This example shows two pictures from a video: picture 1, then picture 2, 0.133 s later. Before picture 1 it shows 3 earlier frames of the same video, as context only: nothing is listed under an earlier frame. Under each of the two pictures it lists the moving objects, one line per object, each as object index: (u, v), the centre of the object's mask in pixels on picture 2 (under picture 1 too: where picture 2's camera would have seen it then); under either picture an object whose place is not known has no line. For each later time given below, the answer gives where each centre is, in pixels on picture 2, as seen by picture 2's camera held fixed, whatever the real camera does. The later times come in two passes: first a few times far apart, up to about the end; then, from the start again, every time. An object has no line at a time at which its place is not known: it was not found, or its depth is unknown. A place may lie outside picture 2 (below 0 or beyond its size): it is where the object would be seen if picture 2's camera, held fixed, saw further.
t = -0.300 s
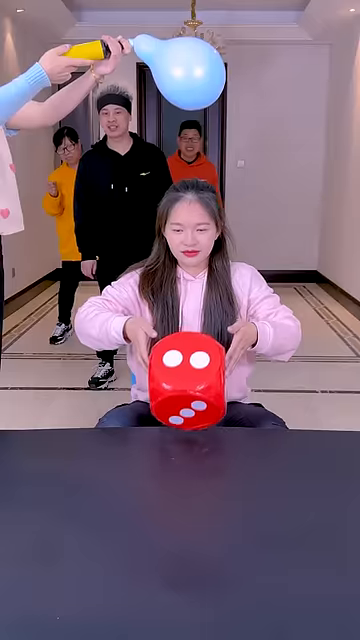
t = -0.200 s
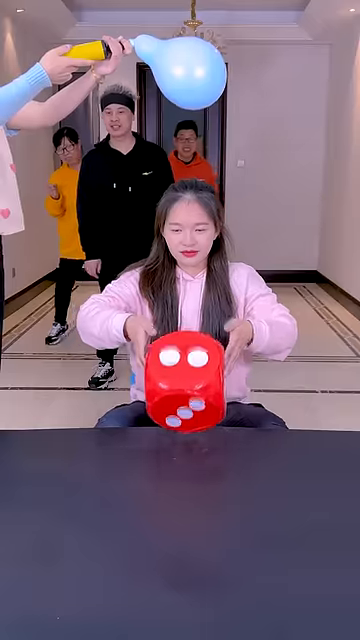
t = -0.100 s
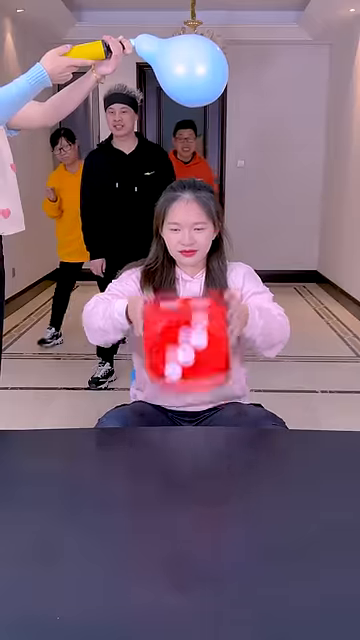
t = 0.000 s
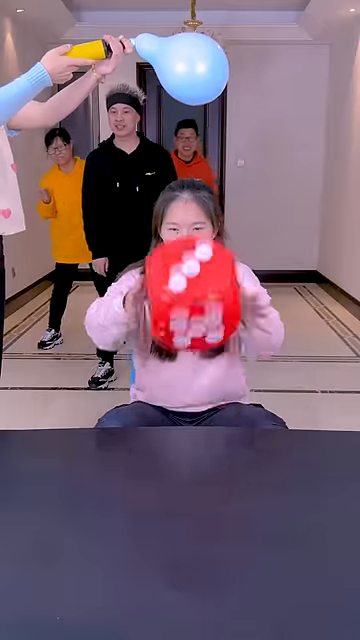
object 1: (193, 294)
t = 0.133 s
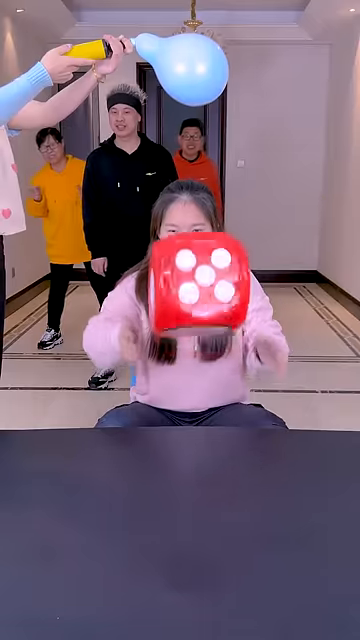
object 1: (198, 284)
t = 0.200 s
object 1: (200, 307)
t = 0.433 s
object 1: (203, 404)
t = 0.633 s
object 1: (191, 369)
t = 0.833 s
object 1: (180, 423)
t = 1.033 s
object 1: (168, 448)
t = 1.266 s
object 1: (166, 464)
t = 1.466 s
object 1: (164, 469)
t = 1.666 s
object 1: (163, 477)
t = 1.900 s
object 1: (164, 481)
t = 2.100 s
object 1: (164, 481)
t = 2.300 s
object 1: (164, 481)
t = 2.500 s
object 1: (164, 481)
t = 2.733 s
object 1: (164, 481)
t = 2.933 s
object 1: (164, 481)
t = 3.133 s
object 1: (164, 481)
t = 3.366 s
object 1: (164, 481)
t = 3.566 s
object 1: (164, 481)
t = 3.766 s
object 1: (164, 481)
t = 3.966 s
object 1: (164, 481)
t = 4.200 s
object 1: (164, 481)
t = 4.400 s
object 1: (164, 481)
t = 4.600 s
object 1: (164, 481)
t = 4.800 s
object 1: (164, 481)
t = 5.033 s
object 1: (164, 481)
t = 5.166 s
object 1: (164, 481)
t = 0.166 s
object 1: (199, 294)
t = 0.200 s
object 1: (200, 307)
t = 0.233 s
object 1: (201, 323)
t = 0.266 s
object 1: (202, 344)
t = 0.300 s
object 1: (203, 373)
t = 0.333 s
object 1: (206, 396)
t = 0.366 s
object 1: (205, 426)
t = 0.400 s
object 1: (204, 426)
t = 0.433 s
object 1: (203, 404)
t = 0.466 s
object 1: (201, 387)
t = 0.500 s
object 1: (200, 375)
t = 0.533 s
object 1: (198, 368)
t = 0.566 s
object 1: (195, 365)
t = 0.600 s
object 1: (193, 366)
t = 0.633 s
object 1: (191, 369)
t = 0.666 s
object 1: (189, 377)
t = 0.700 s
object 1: (188, 390)
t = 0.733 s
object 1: (186, 408)
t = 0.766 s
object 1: (184, 427)
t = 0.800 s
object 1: (182, 432)
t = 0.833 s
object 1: (180, 423)
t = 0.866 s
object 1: (178, 419)
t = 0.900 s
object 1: (176, 418)
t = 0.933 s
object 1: (173, 418)
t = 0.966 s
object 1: (172, 423)
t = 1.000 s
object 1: (170, 433)
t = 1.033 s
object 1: (168, 448)
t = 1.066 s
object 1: (166, 462)
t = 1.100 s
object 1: (166, 454)
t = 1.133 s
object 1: (166, 447)
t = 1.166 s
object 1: (166, 445)
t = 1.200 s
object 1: (166, 446)
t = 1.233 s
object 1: (167, 455)
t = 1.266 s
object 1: (166, 464)
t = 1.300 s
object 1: (166, 465)
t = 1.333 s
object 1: (166, 460)
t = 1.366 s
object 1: (165, 461)
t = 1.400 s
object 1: (165, 466)
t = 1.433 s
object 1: (164, 471)
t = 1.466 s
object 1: (164, 469)
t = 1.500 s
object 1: (163, 469)
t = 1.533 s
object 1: (163, 474)
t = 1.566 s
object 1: (163, 475)
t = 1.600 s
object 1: (163, 476)
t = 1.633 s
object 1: (163, 477)
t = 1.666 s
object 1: (163, 477)
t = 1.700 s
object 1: (162, 480)
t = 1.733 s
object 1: (163, 480)
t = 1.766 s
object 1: (163, 481)
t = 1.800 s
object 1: (164, 481)
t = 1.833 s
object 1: (164, 481)
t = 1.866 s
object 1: (164, 481)
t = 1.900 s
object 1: (164, 481)
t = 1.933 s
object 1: (164, 481)
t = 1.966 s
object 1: (164, 481)
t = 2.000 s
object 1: (164, 481)
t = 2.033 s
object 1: (164, 481)
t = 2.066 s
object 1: (164, 481)
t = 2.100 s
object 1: (164, 481)
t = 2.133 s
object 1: (164, 481)
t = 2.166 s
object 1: (164, 481)
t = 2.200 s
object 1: (164, 481)
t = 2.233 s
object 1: (164, 481)
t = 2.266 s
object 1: (164, 481)
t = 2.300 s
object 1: (164, 481)
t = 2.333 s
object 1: (164, 481)
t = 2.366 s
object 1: (164, 481)
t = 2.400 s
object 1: (164, 481)
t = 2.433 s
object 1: (164, 481)
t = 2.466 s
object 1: (164, 481)
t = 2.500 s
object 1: (164, 481)
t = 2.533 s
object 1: (164, 481)
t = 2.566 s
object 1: (164, 481)
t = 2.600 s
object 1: (164, 481)
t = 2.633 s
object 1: (164, 481)
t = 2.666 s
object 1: (164, 481)
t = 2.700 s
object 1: (164, 481)
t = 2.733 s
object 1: (164, 481)
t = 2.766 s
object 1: (164, 481)
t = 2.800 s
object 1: (164, 481)
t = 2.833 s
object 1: (164, 481)
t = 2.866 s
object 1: (164, 481)
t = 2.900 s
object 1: (164, 481)
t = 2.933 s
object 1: (164, 481)
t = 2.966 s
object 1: (164, 481)
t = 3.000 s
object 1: (164, 481)
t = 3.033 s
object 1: (164, 481)
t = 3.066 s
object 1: (164, 481)
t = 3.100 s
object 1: (164, 481)
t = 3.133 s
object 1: (164, 481)
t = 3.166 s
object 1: (164, 481)
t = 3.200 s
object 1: (164, 481)
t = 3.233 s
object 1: (164, 481)
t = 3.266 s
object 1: (164, 481)
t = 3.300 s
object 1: (164, 481)
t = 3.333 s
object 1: (164, 481)
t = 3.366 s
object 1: (164, 481)
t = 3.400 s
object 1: (164, 481)
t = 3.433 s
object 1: (164, 481)
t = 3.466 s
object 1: (164, 481)
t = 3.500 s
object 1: (164, 481)
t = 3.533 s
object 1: (164, 481)
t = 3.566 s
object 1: (164, 481)
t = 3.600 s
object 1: (164, 481)
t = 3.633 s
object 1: (164, 481)
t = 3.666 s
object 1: (164, 481)
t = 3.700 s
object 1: (164, 481)
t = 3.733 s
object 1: (164, 481)
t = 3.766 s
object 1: (164, 481)
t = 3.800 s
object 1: (164, 481)
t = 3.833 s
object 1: (164, 481)
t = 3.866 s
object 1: (164, 481)
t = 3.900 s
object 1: (164, 481)
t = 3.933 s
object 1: (164, 481)
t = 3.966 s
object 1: (164, 481)
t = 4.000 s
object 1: (164, 481)
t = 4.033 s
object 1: (164, 481)
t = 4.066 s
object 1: (164, 481)
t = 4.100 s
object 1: (164, 481)
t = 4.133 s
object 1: (164, 481)
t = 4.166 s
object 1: (164, 481)
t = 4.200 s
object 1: (164, 481)
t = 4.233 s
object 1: (164, 481)
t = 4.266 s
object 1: (164, 481)
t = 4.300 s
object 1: (164, 481)
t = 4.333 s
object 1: (164, 481)
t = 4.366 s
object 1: (164, 481)
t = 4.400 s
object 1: (164, 481)
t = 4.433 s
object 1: (164, 481)
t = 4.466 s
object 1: (164, 481)
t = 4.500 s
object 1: (164, 481)
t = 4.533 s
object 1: (164, 481)
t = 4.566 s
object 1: (164, 481)
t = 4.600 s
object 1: (164, 481)
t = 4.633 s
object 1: (164, 481)
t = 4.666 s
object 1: (164, 481)
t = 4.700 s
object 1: (164, 481)
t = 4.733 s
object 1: (164, 481)
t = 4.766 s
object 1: (164, 481)
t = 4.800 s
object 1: (164, 481)
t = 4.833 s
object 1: (164, 481)
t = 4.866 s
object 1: (164, 481)
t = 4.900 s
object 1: (164, 481)
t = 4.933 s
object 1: (164, 481)
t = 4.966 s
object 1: (164, 481)
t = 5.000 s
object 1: (164, 481)
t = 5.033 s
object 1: (164, 481)
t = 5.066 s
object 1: (164, 481)
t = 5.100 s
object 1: (164, 481)
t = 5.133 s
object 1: (164, 481)
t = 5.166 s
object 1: (164, 481)
